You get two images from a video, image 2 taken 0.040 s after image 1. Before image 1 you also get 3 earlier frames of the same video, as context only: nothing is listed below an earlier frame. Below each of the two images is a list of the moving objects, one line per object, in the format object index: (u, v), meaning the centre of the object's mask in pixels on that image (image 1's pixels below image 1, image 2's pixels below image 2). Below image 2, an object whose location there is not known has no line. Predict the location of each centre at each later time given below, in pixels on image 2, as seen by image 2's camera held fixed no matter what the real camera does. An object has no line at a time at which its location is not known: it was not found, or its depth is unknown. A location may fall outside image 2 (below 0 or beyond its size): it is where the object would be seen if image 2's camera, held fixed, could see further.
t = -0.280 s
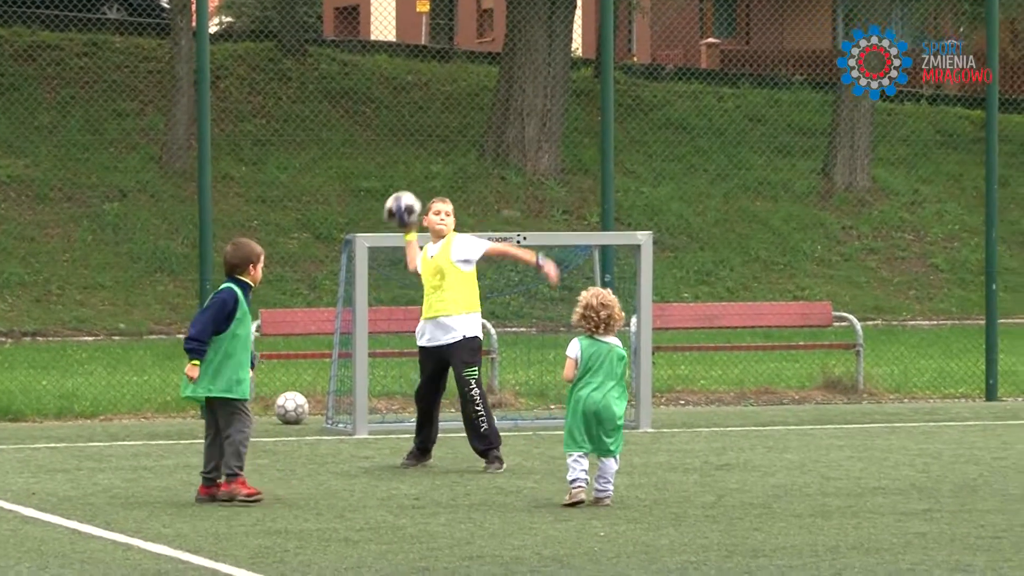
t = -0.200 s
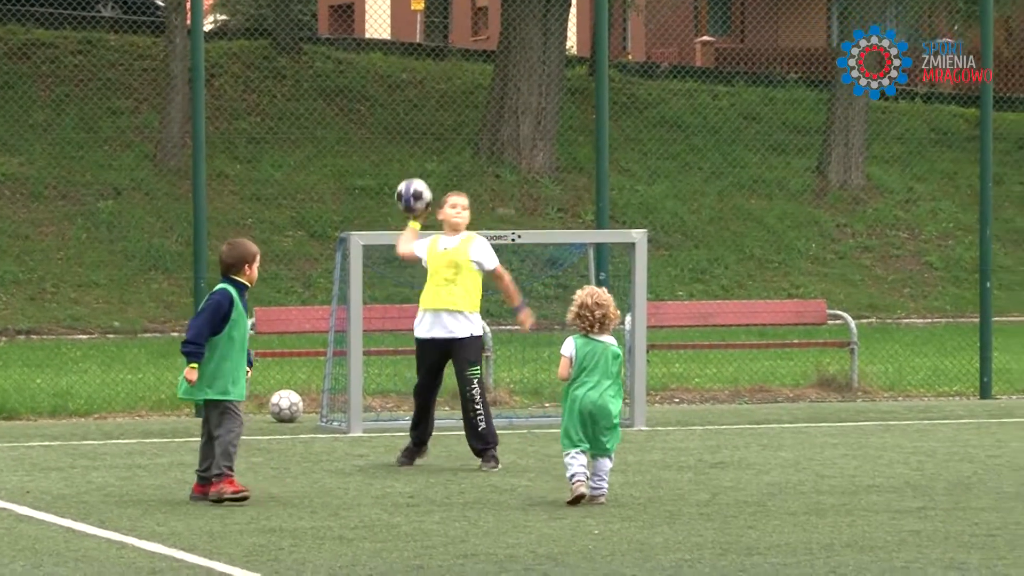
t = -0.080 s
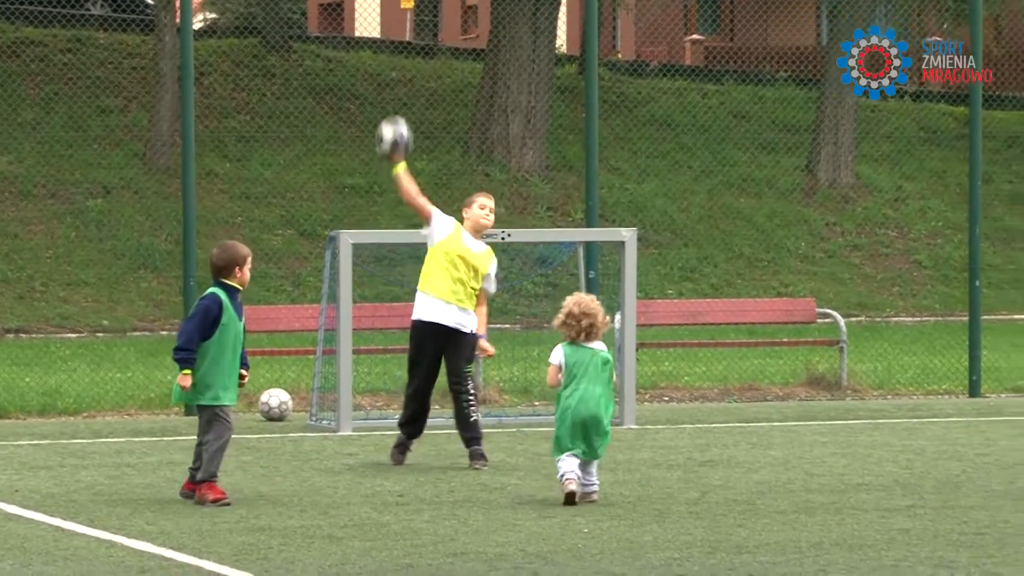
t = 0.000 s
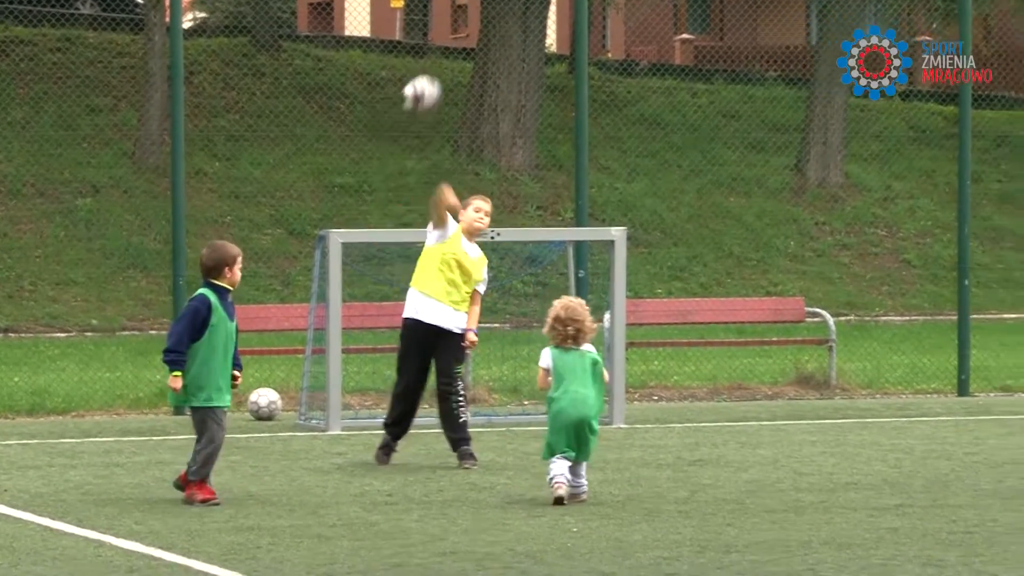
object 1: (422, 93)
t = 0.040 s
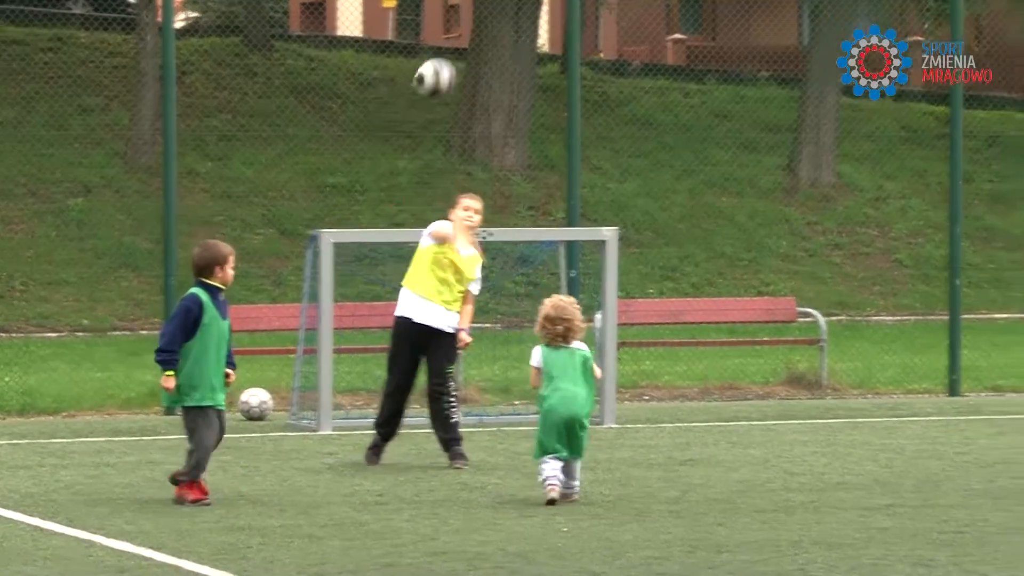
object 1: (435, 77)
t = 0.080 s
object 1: (459, 61)
